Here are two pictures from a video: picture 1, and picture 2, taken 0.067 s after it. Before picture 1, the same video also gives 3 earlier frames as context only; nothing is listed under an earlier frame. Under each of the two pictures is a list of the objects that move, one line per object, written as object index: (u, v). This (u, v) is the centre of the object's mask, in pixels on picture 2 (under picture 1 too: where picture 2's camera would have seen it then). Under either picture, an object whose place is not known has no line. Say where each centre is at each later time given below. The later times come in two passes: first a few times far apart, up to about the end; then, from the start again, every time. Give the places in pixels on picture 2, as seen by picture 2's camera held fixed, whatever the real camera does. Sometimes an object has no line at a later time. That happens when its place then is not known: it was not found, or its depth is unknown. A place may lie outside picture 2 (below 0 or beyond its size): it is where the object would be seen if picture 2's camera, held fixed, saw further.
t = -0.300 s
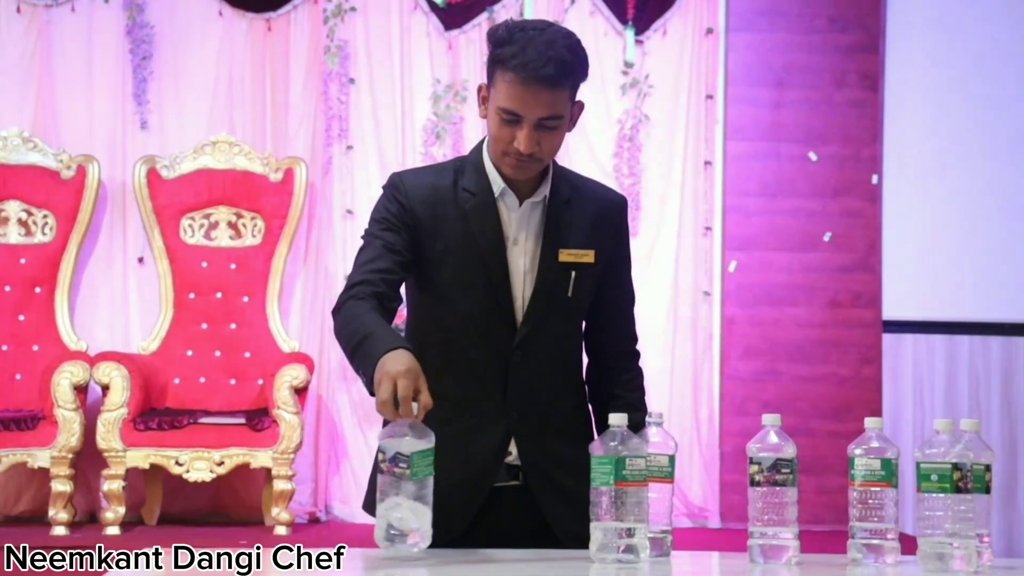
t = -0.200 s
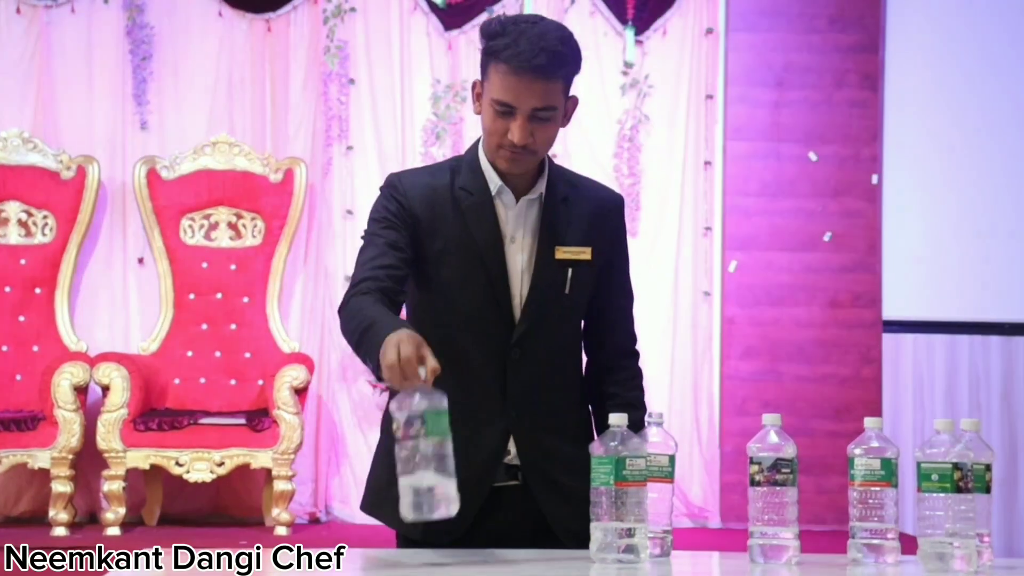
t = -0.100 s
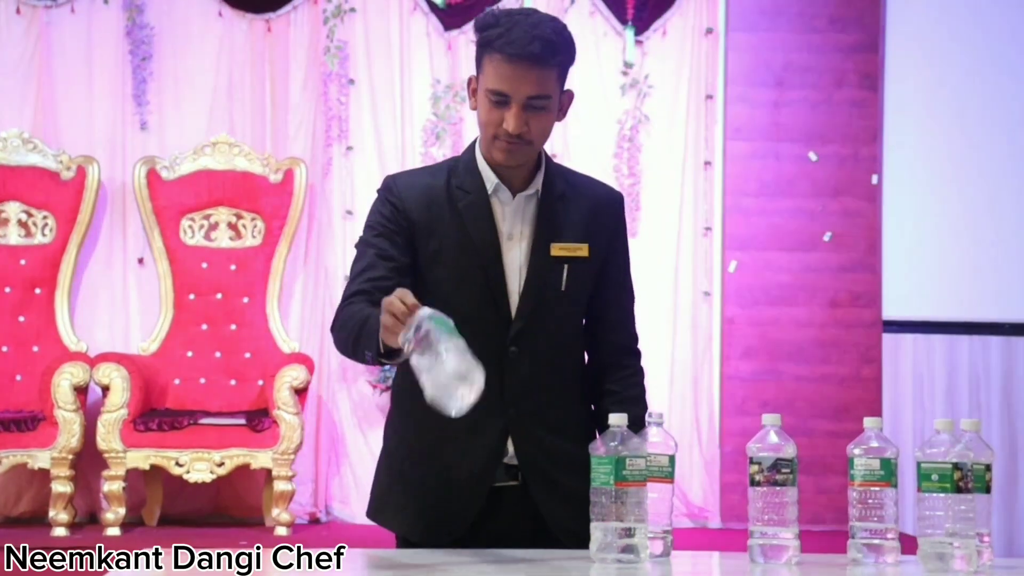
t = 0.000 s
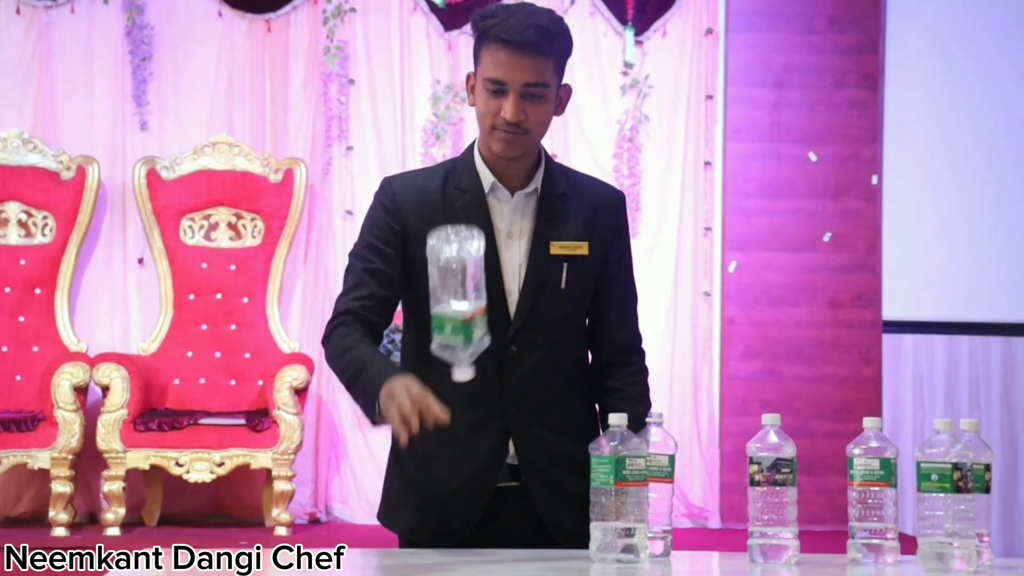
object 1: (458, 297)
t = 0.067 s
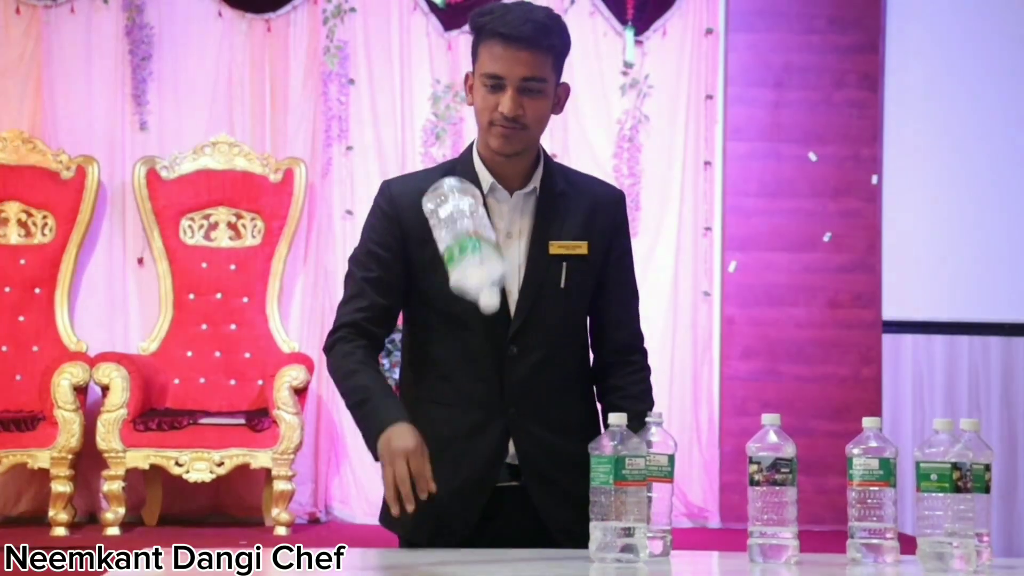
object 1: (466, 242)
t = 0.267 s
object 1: (465, 266)
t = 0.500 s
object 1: (460, 499)
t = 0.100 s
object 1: (467, 222)
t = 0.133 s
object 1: (467, 213)
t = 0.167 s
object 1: (467, 213)
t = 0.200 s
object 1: (466, 222)
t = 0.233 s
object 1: (465, 241)
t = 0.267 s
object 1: (465, 266)
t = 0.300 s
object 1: (464, 298)
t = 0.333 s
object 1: (464, 340)
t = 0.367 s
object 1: (464, 390)
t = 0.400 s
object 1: (464, 449)
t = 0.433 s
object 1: (464, 502)
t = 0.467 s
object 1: (459, 499)
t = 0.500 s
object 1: (460, 499)
